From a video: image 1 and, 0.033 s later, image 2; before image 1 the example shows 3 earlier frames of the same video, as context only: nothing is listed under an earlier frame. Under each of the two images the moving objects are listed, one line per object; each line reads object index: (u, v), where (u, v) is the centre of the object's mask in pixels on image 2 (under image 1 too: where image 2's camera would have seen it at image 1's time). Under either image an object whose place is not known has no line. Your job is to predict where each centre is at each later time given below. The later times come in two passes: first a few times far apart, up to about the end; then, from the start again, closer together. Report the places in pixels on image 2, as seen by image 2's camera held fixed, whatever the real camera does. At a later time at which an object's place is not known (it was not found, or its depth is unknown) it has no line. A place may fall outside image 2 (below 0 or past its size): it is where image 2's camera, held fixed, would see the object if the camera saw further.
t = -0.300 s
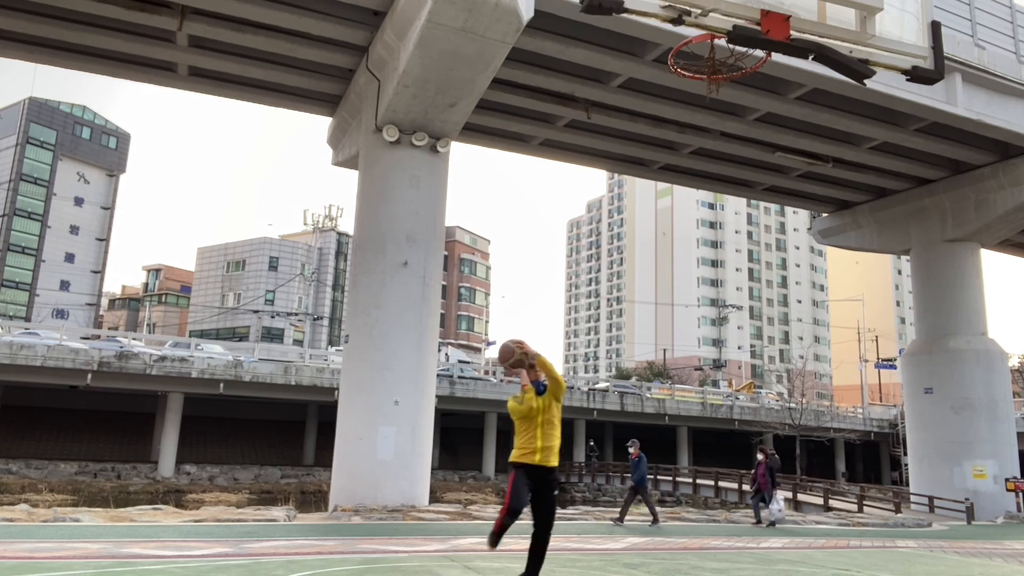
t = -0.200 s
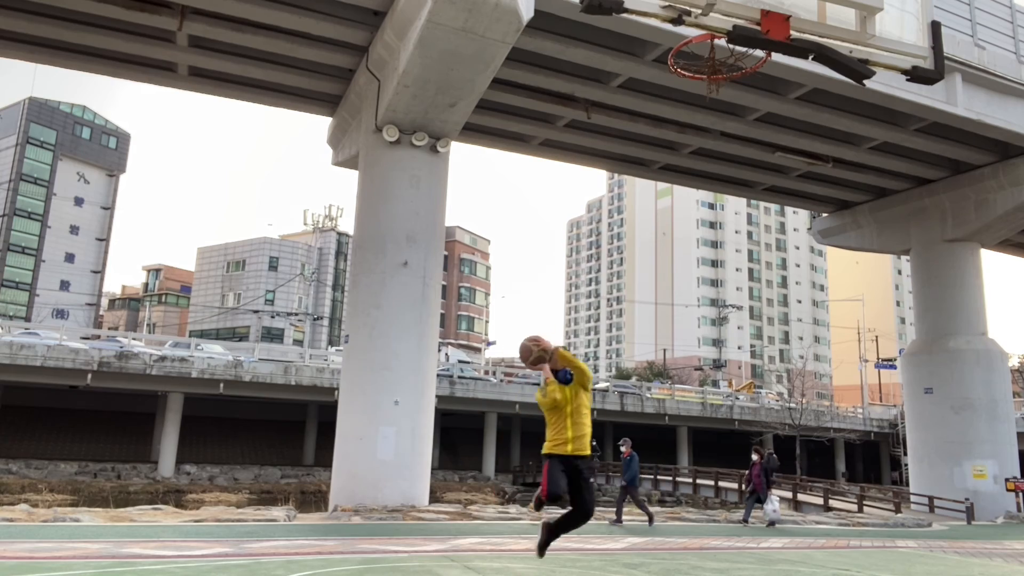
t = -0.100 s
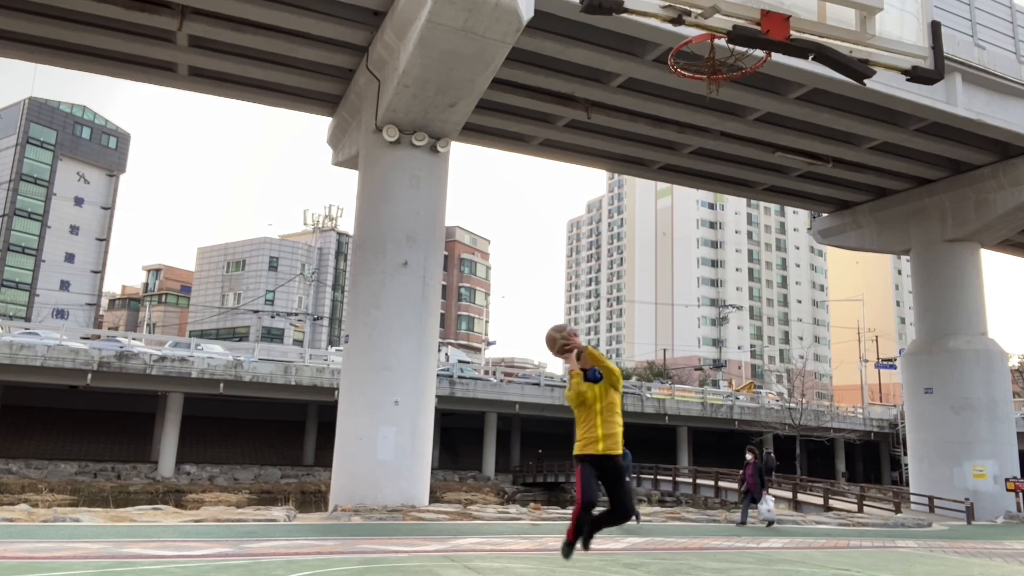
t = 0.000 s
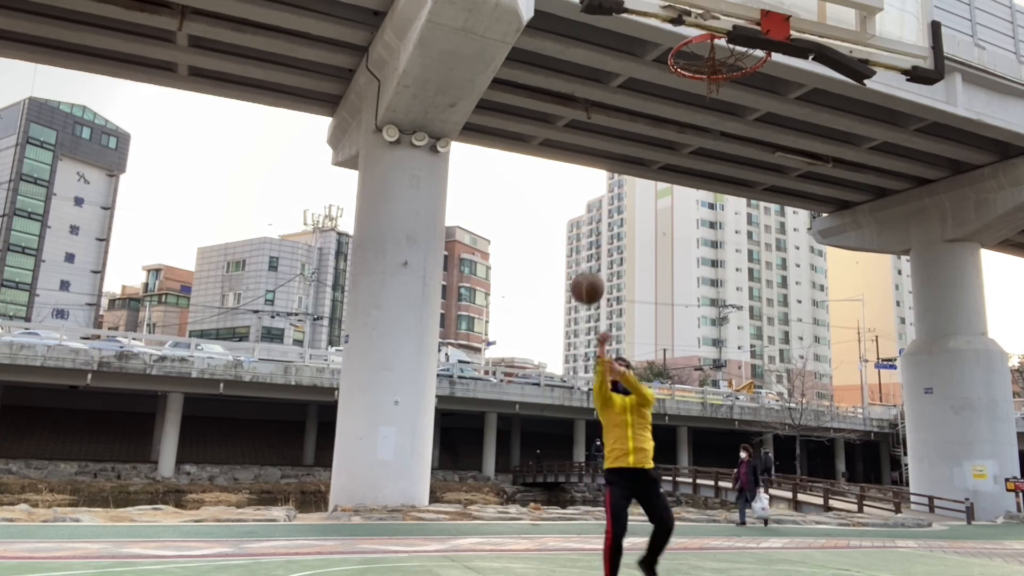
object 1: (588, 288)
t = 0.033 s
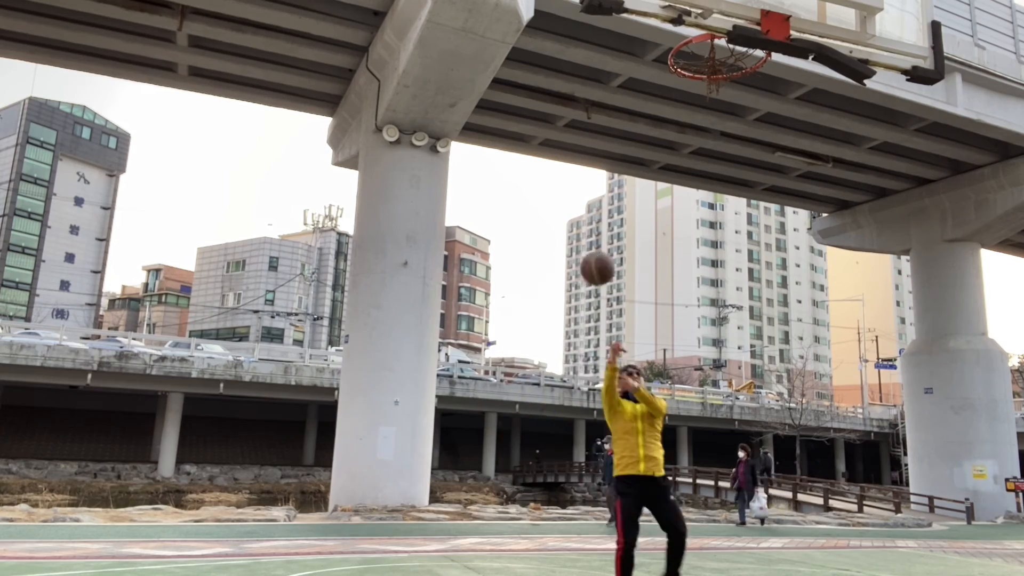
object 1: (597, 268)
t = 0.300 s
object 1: (686, 152)
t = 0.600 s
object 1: (820, 128)
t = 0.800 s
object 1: (955, 212)
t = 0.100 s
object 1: (618, 233)
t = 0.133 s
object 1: (628, 217)
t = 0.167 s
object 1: (639, 201)
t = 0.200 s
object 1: (650, 187)
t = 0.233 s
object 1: (662, 174)
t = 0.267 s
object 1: (673, 163)
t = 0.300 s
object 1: (686, 152)
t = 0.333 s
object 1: (698, 143)
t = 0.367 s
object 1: (711, 136)
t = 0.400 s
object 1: (725, 129)
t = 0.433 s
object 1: (739, 125)
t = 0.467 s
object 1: (754, 122)
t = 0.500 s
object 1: (769, 120)
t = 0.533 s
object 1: (785, 120)
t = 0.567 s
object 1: (802, 123)
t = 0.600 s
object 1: (820, 128)
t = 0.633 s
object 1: (839, 136)
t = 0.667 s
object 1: (860, 145)
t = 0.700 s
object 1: (881, 157)
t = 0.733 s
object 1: (905, 172)
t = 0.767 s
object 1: (929, 190)
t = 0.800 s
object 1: (955, 212)
